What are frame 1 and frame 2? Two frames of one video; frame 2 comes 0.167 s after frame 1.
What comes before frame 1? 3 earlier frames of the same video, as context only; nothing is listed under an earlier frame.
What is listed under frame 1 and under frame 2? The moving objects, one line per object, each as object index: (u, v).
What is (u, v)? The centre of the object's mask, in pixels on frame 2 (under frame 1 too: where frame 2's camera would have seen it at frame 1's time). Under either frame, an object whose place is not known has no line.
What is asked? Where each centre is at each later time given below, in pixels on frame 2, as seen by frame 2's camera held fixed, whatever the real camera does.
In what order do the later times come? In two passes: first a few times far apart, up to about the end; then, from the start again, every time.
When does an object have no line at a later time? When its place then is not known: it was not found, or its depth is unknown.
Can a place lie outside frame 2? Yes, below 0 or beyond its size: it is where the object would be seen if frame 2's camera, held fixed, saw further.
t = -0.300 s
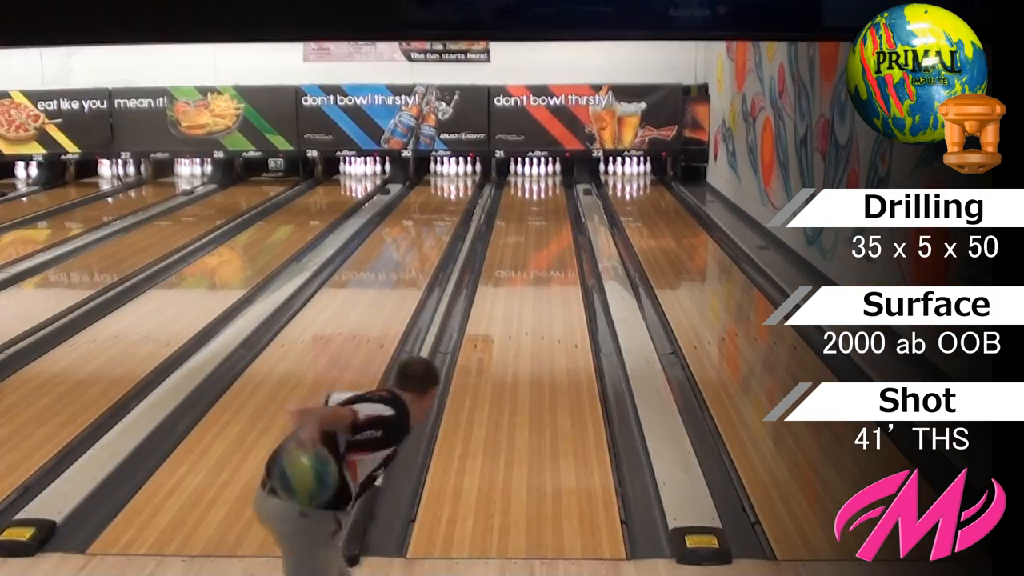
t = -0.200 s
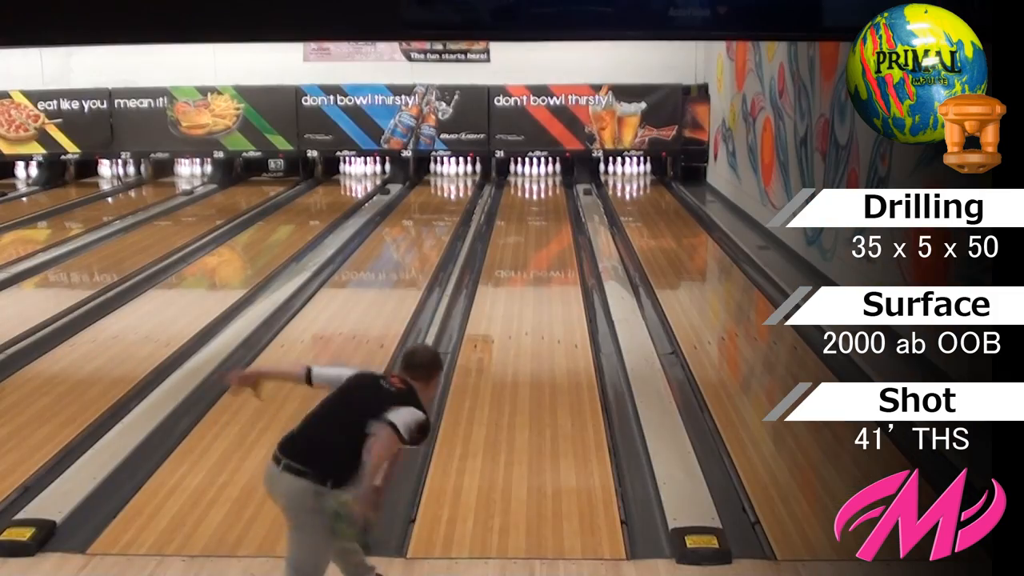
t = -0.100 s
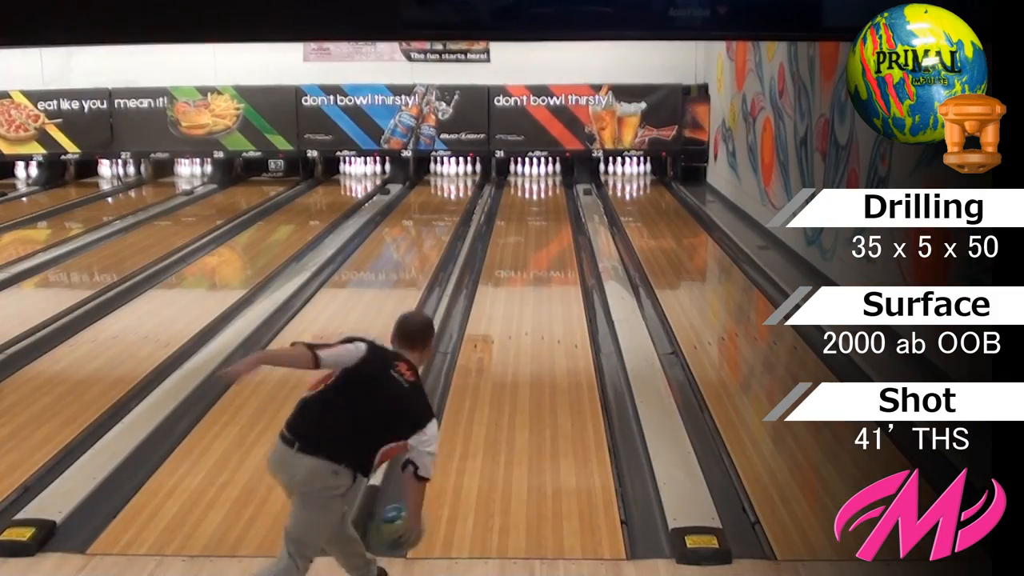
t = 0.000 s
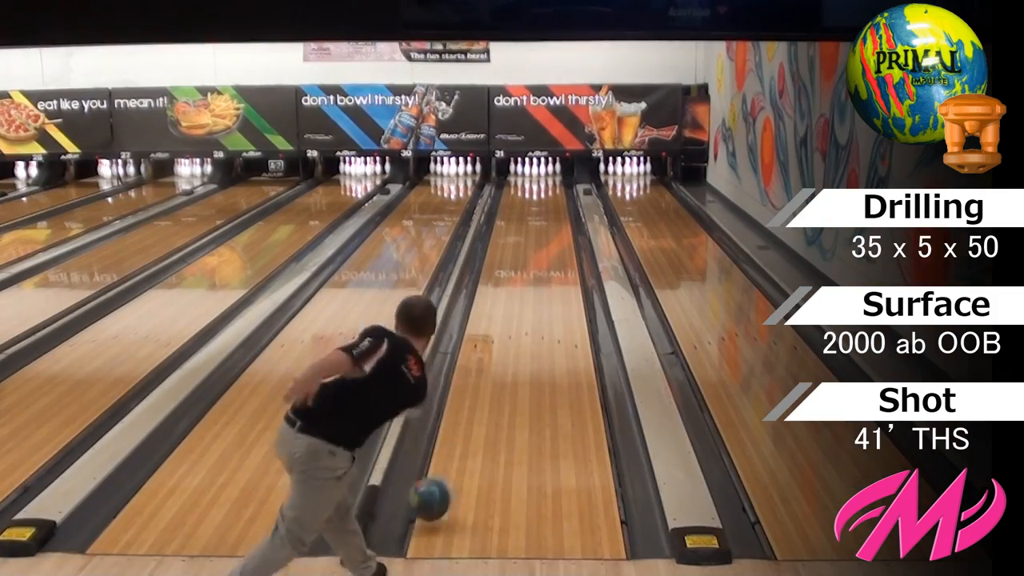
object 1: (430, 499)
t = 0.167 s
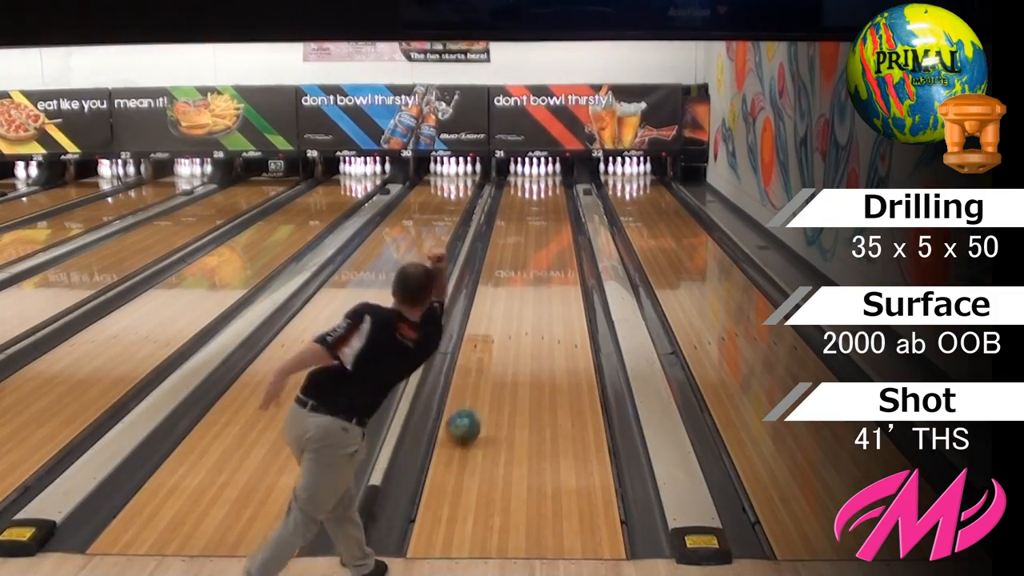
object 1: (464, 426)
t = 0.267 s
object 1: (478, 392)
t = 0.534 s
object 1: (505, 324)
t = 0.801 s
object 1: (522, 279)
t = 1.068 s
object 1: (533, 247)
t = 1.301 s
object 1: (540, 226)
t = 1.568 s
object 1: (544, 207)
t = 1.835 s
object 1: (545, 193)
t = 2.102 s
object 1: (543, 181)
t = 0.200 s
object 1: (469, 415)
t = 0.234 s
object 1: (474, 403)
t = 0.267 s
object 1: (478, 392)
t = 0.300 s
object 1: (482, 381)
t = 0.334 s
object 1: (486, 371)
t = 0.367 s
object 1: (489, 362)
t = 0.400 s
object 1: (493, 353)
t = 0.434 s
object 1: (496, 345)
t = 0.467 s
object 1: (499, 338)
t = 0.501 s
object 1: (502, 331)
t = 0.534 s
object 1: (505, 324)
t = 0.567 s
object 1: (507, 317)
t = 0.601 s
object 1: (510, 311)
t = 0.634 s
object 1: (512, 305)
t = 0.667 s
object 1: (514, 299)
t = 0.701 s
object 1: (516, 294)
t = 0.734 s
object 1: (518, 288)
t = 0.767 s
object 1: (520, 284)
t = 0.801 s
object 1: (522, 279)
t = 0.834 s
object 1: (524, 274)
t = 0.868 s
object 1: (525, 270)
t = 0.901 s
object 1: (528, 266)
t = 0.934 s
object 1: (529, 262)
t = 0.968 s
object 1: (530, 259)
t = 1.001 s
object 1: (531, 254)
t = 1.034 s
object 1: (533, 250)
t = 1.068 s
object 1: (533, 247)
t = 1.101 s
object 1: (534, 245)
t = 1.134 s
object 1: (535, 241)
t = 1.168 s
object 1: (537, 237)
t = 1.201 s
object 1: (538, 235)
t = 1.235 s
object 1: (539, 231)
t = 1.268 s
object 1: (539, 228)
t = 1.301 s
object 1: (540, 226)
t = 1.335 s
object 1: (541, 224)
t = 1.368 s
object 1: (542, 221)
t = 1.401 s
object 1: (542, 219)
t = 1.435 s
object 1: (543, 214)
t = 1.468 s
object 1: (543, 214)
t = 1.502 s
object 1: (543, 212)
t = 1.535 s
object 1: (544, 210)
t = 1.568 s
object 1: (544, 207)
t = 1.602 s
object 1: (544, 206)
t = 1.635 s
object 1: (545, 203)
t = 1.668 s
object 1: (546, 201)
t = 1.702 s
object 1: (546, 199)
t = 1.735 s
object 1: (546, 198)
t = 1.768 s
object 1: (545, 196)
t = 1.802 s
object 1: (545, 194)
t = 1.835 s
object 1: (545, 193)
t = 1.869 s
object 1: (545, 192)
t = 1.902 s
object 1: (545, 190)
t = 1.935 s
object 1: (545, 188)
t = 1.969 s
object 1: (545, 186)
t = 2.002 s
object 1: (544, 184)
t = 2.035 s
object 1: (544, 184)
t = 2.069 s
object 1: (542, 182)
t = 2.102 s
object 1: (543, 181)
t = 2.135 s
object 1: (543, 181)
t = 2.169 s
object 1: (542, 179)
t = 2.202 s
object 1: (540, 177)
